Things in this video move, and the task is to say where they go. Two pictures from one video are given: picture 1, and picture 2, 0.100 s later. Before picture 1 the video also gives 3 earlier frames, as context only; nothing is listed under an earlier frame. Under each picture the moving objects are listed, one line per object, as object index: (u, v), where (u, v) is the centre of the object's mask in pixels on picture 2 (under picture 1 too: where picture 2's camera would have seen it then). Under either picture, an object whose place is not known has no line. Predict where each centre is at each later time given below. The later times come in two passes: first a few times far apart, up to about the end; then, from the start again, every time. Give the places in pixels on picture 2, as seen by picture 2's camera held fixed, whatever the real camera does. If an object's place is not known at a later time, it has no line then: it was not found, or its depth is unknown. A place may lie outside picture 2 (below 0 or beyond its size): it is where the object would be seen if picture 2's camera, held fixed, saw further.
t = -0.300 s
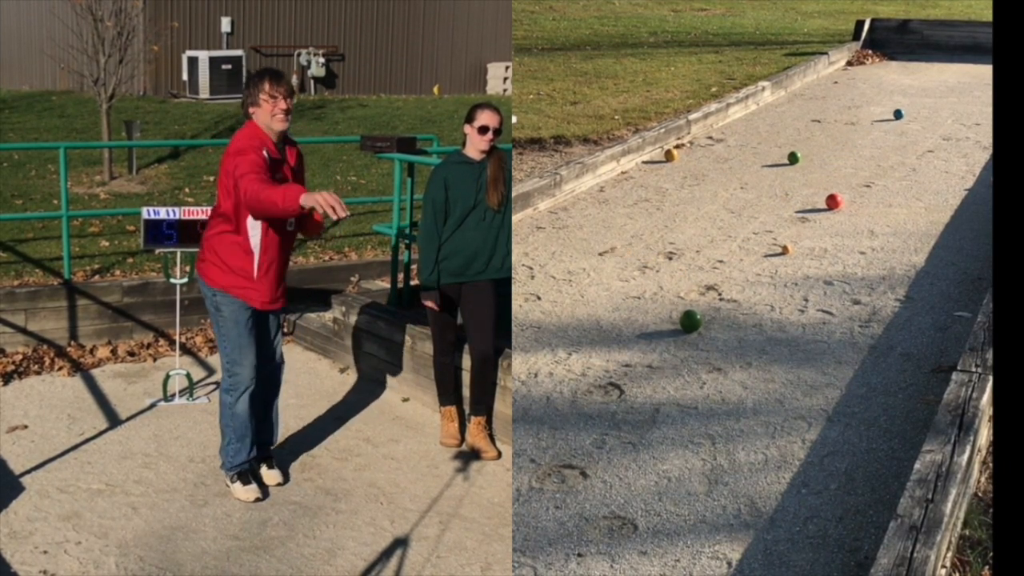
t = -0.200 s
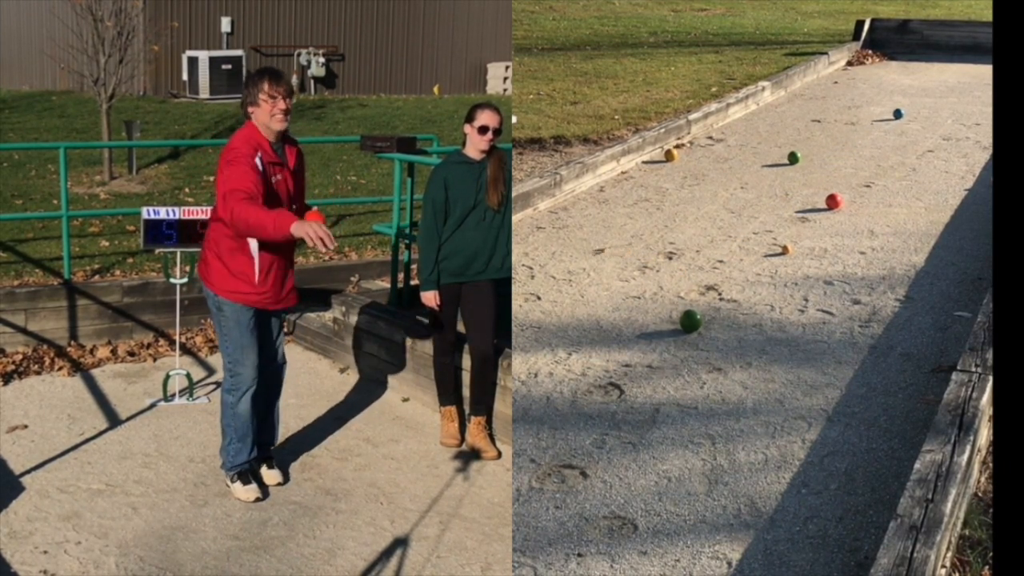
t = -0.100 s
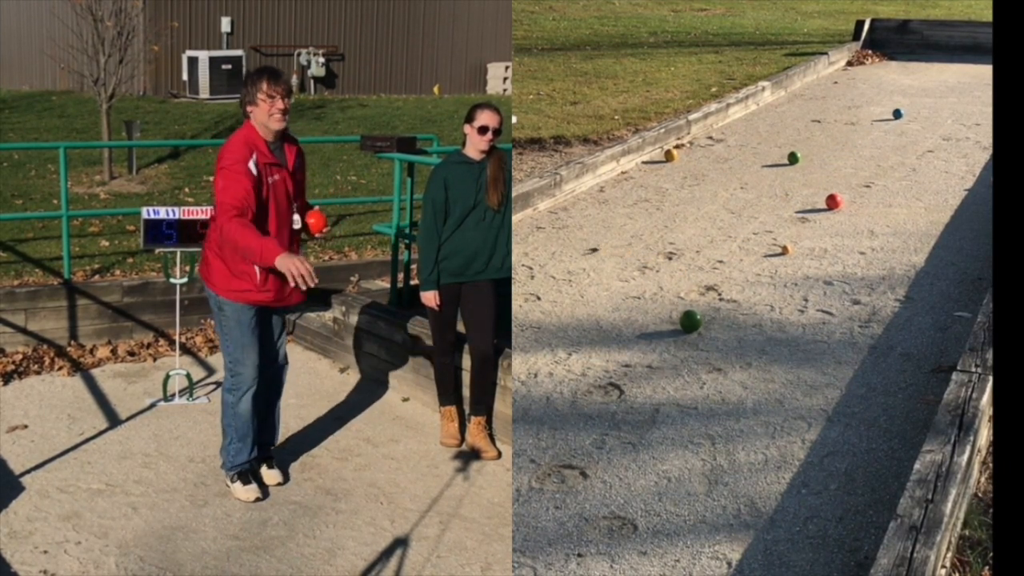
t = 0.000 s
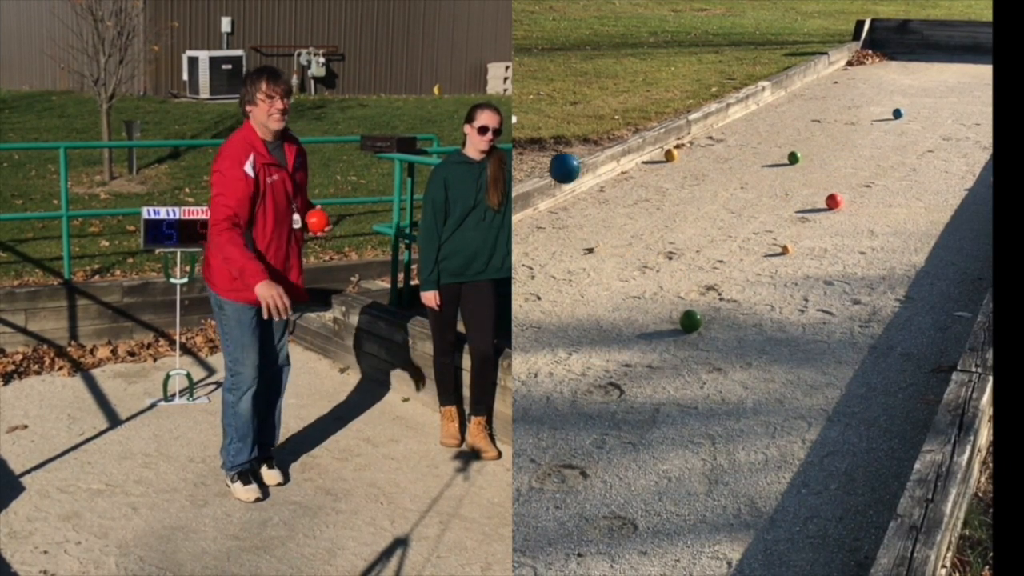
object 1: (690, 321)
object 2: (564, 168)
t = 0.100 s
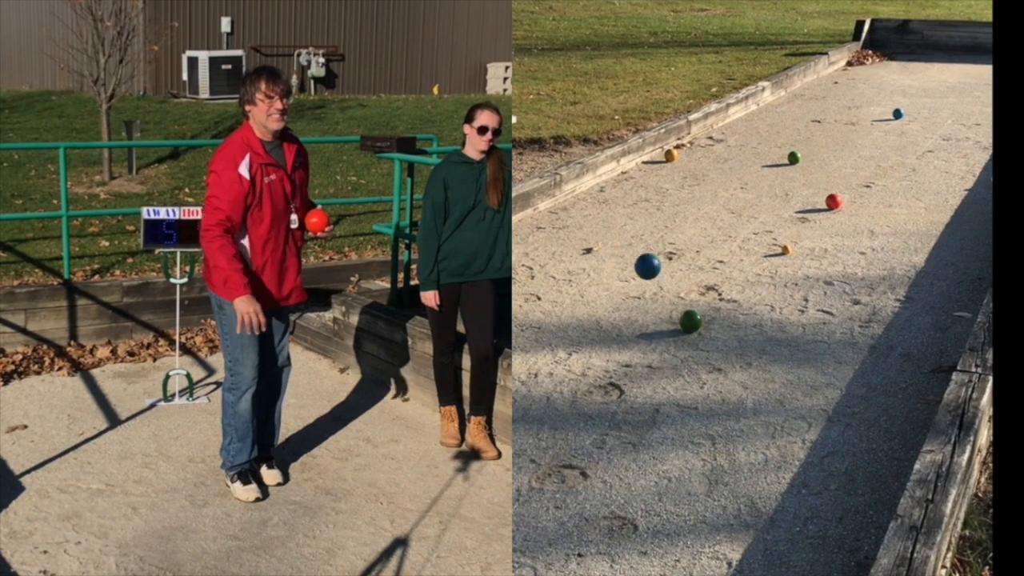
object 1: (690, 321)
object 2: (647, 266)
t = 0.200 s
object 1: (687, 317)
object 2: (703, 327)
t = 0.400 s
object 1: (669, 291)
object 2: (784, 314)
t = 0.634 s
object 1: (655, 270)
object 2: (848, 297)
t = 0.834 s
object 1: (645, 256)
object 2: (886, 286)
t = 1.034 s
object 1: (636, 245)
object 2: (914, 279)
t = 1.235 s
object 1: (627, 236)
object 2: (935, 271)
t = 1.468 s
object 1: (618, 227)
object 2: (952, 265)
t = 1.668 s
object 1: (612, 221)
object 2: (962, 262)
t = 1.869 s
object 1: (608, 216)
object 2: (970, 259)
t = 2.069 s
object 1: (604, 212)
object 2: (973, 259)
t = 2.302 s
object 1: (601, 209)
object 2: (973, 258)
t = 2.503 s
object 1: (598, 206)
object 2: (974, 258)
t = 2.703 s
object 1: (595, 205)
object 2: (973, 259)
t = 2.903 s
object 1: (595, 204)
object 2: (974, 259)
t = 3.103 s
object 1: (595, 204)
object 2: (973, 259)
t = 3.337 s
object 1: (596, 205)
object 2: (974, 259)
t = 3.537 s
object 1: (596, 205)
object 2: (973, 259)
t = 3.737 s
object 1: (596, 205)
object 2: (973, 258)
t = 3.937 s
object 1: (596, 205)
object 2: (974, 258)
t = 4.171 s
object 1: (596, 205)
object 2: (973, 258)
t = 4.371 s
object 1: (596, 205)
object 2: (973, 258)
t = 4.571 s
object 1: (596, 205)
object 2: (974, 258)
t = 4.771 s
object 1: (596, 205)
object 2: (974, 258)
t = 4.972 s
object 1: (596, 205)
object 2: (974, 259)
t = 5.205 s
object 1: (596, 205)
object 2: (973, 258)
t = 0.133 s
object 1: (690, 321)
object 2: (670, 296)
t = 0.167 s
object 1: (692, 313)
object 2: (690, 326)
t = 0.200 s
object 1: (687, 317)
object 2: (703, 327)
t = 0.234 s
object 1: (685, 312)
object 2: (717, 319)
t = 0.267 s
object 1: (680, 308)
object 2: (731, 314)
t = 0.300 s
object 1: (676, 304)
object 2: (744, 312)
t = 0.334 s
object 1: (674, 298)
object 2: (758, 312)
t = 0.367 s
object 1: (672, 294)
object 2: (771, 314)
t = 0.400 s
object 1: (669, 291)
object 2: (784, 314)
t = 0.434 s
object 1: (667, 287)
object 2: (794, 311)
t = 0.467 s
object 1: (665, 284)
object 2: (805, 310)
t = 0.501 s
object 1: (663, 280)
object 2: (814, 306)
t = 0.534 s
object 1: (661, 278)
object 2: (823, 304)
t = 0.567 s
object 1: (659, 275)
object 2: (832, 301)
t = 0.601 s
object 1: (657, 272)
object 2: (840, 299)
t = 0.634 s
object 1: (655, 270)
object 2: (848, 297)
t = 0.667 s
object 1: (654, 268)
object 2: (855, 295)
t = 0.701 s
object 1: (652, 265)
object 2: (862, 293)
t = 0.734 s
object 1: (651, 263)
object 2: (869, 291)
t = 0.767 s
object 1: (648, 262)
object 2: (876, 289)
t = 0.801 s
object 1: (647, 259)
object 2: (881, 288)
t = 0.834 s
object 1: (645, 256)
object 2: (886, 286)
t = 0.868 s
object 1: (643, 254)
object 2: (892, 285)
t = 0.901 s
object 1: (642, 252)
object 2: (897, 283)
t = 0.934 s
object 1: (640, 250)
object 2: (901, 282)
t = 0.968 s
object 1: (639, 249)
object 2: (906, 281)
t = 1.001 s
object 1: (637, 247)
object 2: (910, 280)
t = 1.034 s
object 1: (636, 245)
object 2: (914, 279)
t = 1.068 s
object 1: (635, 244)
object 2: (919, 278)
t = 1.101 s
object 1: (633, 241)
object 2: (923, 276)
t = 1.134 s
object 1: (631, 240)
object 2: (926, 274)
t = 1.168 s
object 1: (630, 239)
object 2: (930, 273)
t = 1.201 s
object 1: (628, 237)
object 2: (933, 272)
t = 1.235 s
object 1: (627, 236)
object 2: (935, 271)
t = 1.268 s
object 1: (626, 235)
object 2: (938, 270)
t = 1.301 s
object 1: (624, 233)
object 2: (941, 269)
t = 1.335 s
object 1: (623, 232)
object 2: (943, 268)
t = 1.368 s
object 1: (623, 231)
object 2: (946, 267)
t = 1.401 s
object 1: (621, 229)
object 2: (948, 266)
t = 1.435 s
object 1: (619, 228)
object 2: (950, 266)
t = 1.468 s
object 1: (618, 227)
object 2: (952, 265)
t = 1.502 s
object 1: (617, 226)
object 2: (954, 264)
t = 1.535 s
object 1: (616, 225)
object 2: (956, 263)
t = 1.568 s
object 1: (615, 224)
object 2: (957, 263)
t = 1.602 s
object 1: (614, 223)
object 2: (959, 263)
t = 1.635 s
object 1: (613, 222)
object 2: (961, 262)
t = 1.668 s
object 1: (612, 221)
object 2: (962, 262)
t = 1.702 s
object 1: (611, 220)
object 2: (964, 261)
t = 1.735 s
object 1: (611, 219)
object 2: (965, 261)
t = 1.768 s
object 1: (610, 219)
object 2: (966, 261)
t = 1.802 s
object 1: (609, 218)
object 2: (968, 260)
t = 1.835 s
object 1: (608, 217)
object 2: (969, 260)
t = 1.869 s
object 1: (608, 216)
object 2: (970, 259)
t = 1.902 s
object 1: (607, 216)
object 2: (971, 259)
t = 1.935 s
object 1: (607, 215)
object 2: (972, 259)
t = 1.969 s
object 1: (606, 214)
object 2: (972, 259)
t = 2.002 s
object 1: (606, 214)
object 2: (972, 259)
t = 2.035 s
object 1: (605, 213)
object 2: (973, 259)
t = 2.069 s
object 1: (604, 212)
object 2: (973, 259)
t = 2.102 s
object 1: (604, 212)
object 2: (973, 259)
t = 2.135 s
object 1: (603, 211)
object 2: (973, 258)
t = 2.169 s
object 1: (603, 211)
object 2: (973, 258)
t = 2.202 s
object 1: (602, 210)
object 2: (974, 258)
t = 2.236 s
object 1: (602, 210)
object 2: (974, 258)
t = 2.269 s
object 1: (601, 209)
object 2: (973, 258)
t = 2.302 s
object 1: (601, 209)
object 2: (973, 258)
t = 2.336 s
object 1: (600, 208)
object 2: (973, 258)
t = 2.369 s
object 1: (600, 208)
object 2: (973, 258)
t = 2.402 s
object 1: (600, 207)
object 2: (973, 258)
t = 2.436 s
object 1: (599, 207)
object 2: (973, 258)
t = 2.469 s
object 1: (599, 207)
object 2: (974, 259)
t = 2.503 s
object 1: (598, 206)
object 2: (974, 258)
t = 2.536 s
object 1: (597, 206)
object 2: (973, 259)
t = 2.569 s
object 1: (597, 206)
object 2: (973, 259)
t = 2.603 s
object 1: (597, 206)
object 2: (973, 259)
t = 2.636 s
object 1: (596, 205)
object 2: (973, 259)
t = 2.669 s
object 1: (596, 205)
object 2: (974, 259)
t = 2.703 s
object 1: (595, 205)
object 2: (973, 259)
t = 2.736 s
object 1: (595, 205)
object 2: (973, 258)
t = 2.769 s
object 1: (595, 205)
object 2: (973, 258)
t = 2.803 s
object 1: (595, 205)
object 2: (974, 259)
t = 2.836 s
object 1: (595, 205)
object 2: (973, 258)
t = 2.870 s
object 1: (595, 204)
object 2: (973, 259)
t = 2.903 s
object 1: (595, 204)
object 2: (974, 259)
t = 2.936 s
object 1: (595, 204)
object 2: (974, 259)
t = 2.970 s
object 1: (595, 204)
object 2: (973, 259)
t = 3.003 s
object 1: (595, 204)
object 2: (973, 259)
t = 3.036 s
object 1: (595, 204)
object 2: (973, 258)
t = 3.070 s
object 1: (595, 204)
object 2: (973, 258)
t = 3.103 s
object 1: (595, 204)
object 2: (973, 259)
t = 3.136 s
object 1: (595, 204)
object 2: (974, 259)
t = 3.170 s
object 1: (595, 204)
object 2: (974, 258)
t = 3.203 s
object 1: (595, 204)
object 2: (973, 258)
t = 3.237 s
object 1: (595, 204)
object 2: (973, 258)
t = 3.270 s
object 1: (595, 205)
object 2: (974, 258)
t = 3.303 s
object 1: (596, 205)
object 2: (974, 259)
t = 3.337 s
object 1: (596, 205)
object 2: (974, 259)
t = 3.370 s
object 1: (596, 205)
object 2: (974, 259)
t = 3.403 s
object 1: (596, 205)
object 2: (973, 259)
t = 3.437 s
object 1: (596, 205)
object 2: (973, 258)
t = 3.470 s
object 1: (596, 205)
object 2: (973, 258)
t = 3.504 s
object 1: (596, 205)
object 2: (973, 258)
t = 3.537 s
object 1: (596, 205)
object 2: (973, 259)
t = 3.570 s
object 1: (596, 205)
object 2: (974, 258)
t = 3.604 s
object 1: (596, 205)
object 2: (973, 258)
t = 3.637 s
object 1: (596, 205)
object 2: (973, 258)
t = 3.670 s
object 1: (596, 205)
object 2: (973, 258)
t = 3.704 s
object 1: (596, 205)
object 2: (973, 258)
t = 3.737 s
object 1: (596, 205)
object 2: (973, 258)
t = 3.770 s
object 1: (596, 205)
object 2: (974, 258)
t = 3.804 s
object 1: (596, 205)
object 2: (974, 258)
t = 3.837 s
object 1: (596, 205)
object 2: (974, 259)
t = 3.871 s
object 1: (596, 205)
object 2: (973, 259)
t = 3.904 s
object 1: (596, 205)
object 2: (974, 258)
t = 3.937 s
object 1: (596, 205)
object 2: (974, 258)
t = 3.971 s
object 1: (596, 205)
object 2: (974, 258)
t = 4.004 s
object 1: (596, 205)
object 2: (974, 258)
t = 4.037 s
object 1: (596, 205)
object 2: (973, 258)
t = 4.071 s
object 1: (596, 205)
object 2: (974, 258)
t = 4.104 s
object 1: (596, 205)
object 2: (973, 258)
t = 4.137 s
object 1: (596, 205)
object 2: (974, 258)
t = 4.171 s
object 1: (596, 205)
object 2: (973, 258)
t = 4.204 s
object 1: (596, 205)
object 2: (974, 258)
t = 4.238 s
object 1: (596, 205)
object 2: (974, 258)
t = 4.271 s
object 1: (596, 205)
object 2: (973, 258)
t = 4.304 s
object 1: (596, 205)
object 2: (974, 258)
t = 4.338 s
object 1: (596, 205)
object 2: (974, 258)
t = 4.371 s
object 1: (596, 205)
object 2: (973, 258)
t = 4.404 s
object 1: (596, 205)
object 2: (973, 258)
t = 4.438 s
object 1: (596, 205)
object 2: (974, 259)
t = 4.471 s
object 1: (596, 205)
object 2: (974, 258)
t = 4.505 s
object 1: (596, 205)
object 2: (974, 258)
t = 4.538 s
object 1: (596, 205)
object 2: (973, 258)
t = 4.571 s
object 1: (596, 205)
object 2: (974, 258)
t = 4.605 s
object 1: (596, 205)
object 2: (974, 258)
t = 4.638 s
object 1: (596, 205)
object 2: (974, 258)
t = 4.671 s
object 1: (596, 205)
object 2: (974, 258)
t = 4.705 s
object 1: (596, 205)
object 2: (974, 258)
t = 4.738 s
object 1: (596, 205)
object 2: (974, 258)
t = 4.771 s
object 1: (596, 205)
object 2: (974, 258)
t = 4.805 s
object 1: (596, 205)
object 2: (974, 258)
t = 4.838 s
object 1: (596, 205)
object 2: (974, 258)
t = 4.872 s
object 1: (596, 205)
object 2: (974, 258)
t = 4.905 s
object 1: (596, 205)
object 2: (974, 258)
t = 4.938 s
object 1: (596, 205)
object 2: (974, 258)
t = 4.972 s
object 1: (596, 205)
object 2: (974, 259)
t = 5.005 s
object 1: (596, 205)
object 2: (974, 258)
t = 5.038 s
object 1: (596, 205)
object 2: (974, 258)
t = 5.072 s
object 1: (596, 205)
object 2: (974, 258)
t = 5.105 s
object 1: (596, 205)
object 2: (974, 258)
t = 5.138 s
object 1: (596, 205)
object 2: (974, 258)
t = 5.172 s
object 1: (596, 205)
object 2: (974, 258)
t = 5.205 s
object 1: (596, 205)
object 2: (973, 258)
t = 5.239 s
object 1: (596, 205)
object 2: (974, 258)
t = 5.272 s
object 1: (596, 205)
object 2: (974, 258)
